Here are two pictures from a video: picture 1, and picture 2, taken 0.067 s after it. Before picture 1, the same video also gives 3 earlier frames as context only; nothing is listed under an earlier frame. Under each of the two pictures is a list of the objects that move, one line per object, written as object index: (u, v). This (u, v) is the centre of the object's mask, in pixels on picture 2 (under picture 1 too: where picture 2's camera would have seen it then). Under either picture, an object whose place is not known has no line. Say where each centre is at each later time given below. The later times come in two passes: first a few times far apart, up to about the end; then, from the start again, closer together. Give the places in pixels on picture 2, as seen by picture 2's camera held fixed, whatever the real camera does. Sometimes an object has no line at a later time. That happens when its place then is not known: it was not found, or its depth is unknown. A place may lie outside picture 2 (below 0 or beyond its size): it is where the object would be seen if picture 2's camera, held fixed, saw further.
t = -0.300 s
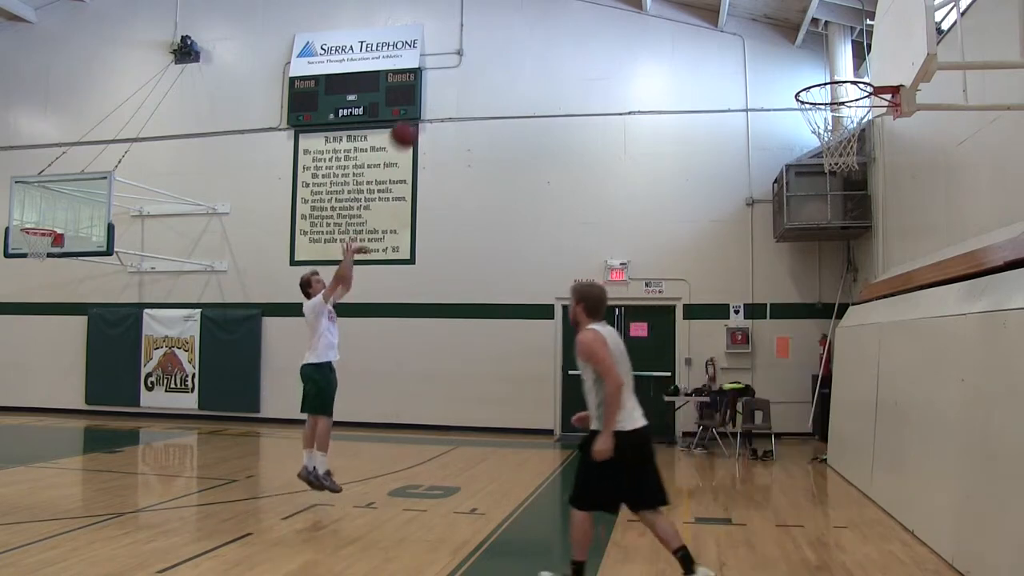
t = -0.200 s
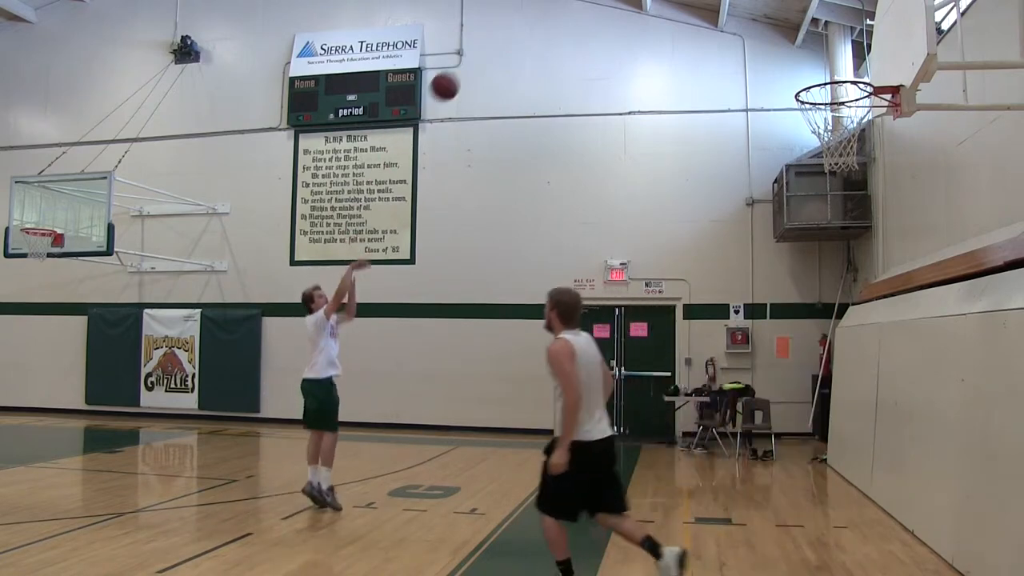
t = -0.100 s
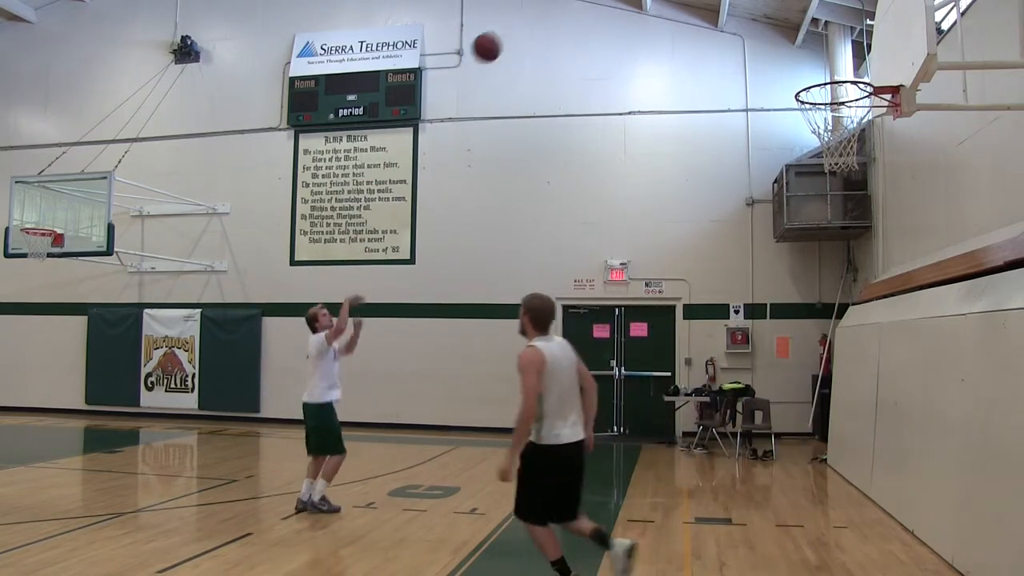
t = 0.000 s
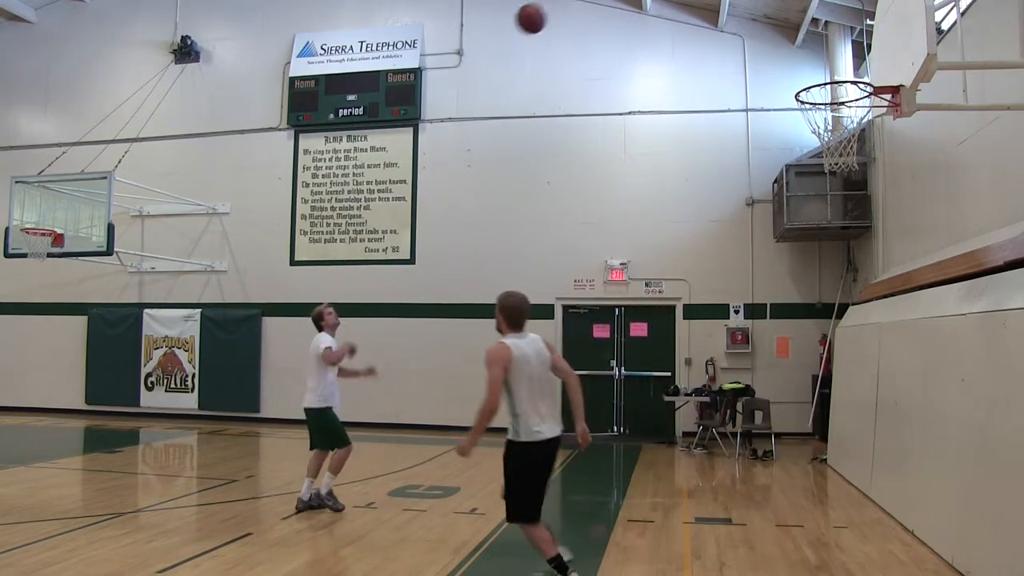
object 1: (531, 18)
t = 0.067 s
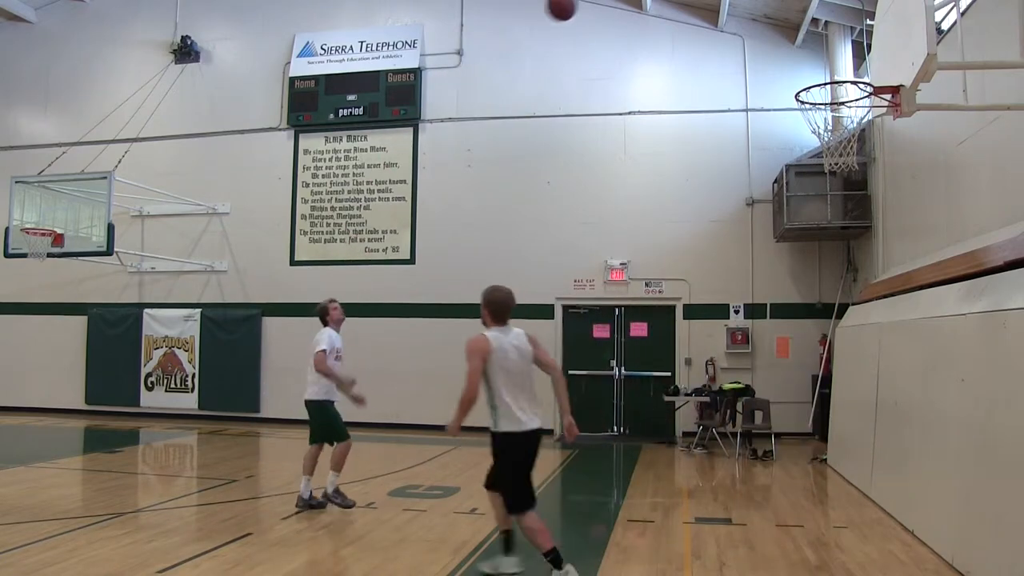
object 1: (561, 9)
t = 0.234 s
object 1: (644, 5)
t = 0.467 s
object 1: (778, 48)
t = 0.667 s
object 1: (875, 132)
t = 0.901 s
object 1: (893, 221)
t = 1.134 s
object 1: (912, 398)
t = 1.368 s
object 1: (913, 514)
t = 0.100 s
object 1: (577, 7)
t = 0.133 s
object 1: (594, 5)
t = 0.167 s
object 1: (610, 5)
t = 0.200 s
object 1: (627, 4)
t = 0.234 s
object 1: (644, 5)
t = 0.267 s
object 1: (662, 6)
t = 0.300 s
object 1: (679, 8)
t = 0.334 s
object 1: (698, 11)
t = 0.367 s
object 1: (717, 14)
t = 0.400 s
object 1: (738, 23)
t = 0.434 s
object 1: (757, 34)
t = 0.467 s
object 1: (778, 48)
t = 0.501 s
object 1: (799, 61)
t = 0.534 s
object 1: (822, 78)
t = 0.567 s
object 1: (843, 97)
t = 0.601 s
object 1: (864, 118)
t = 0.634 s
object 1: (872, 126)
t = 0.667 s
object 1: (875, 132)
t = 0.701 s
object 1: (877, 139)
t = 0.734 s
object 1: (880, 148)
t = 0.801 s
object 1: (885, 172)
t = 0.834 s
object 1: (888, 186)
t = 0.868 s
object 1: (890, 203)
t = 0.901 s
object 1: (893, 221)
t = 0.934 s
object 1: (896, 241)
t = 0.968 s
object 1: (898, 263)
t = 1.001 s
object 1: (901, 286)
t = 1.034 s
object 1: (904, 313)
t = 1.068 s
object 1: (906, 338)
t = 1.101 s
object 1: (909, 368)
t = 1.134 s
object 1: (912, 398)
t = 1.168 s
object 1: (915, 430)
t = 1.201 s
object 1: (918, 465)
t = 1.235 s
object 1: (921, 501)
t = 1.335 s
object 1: (919, 543)
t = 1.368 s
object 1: (913, 514)
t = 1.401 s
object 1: (907, 488)
